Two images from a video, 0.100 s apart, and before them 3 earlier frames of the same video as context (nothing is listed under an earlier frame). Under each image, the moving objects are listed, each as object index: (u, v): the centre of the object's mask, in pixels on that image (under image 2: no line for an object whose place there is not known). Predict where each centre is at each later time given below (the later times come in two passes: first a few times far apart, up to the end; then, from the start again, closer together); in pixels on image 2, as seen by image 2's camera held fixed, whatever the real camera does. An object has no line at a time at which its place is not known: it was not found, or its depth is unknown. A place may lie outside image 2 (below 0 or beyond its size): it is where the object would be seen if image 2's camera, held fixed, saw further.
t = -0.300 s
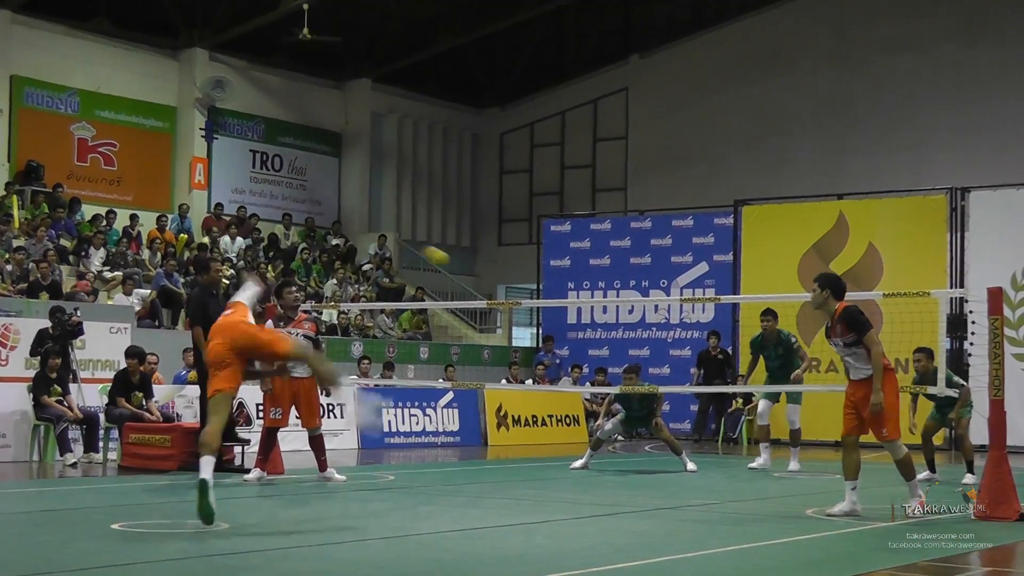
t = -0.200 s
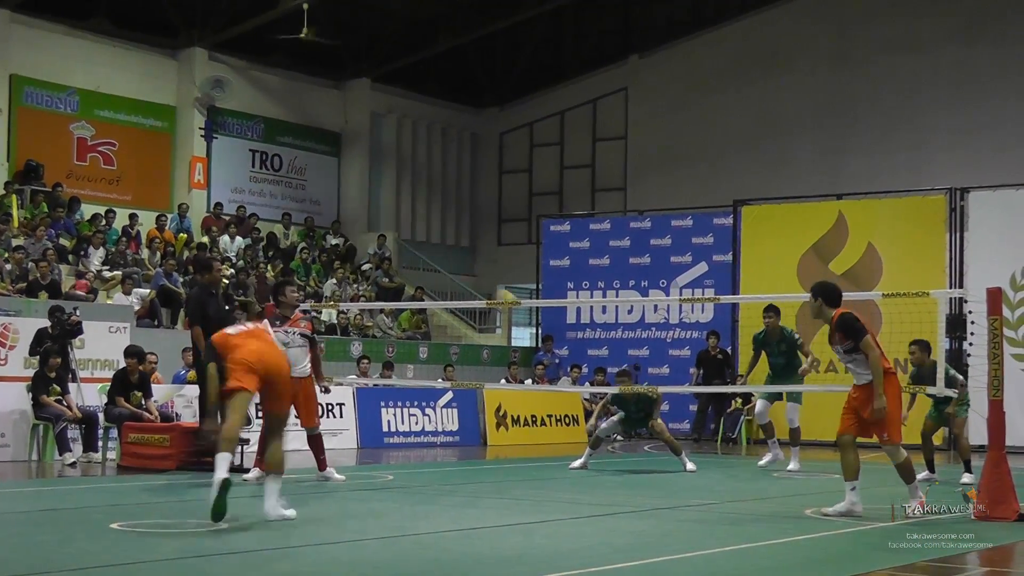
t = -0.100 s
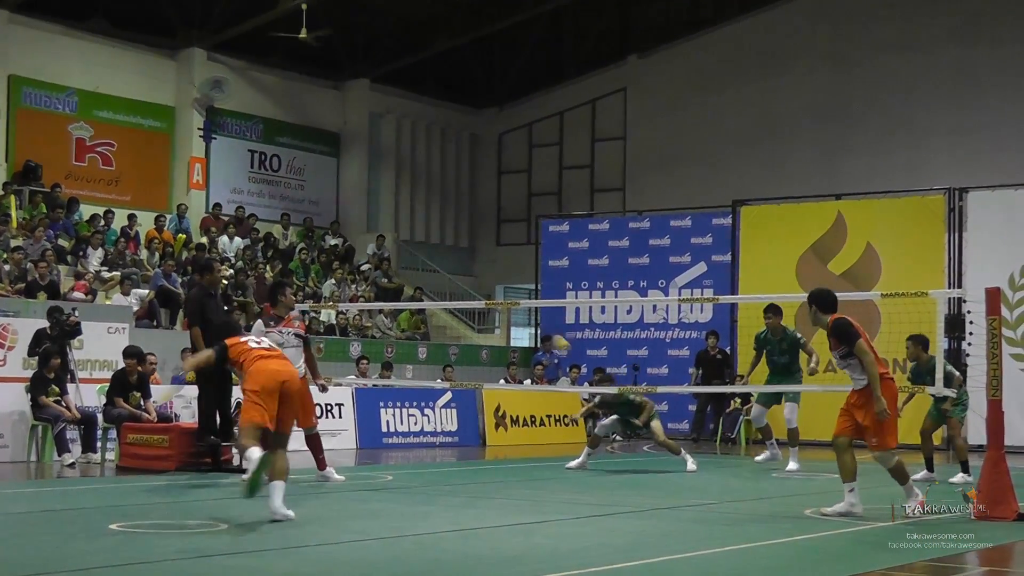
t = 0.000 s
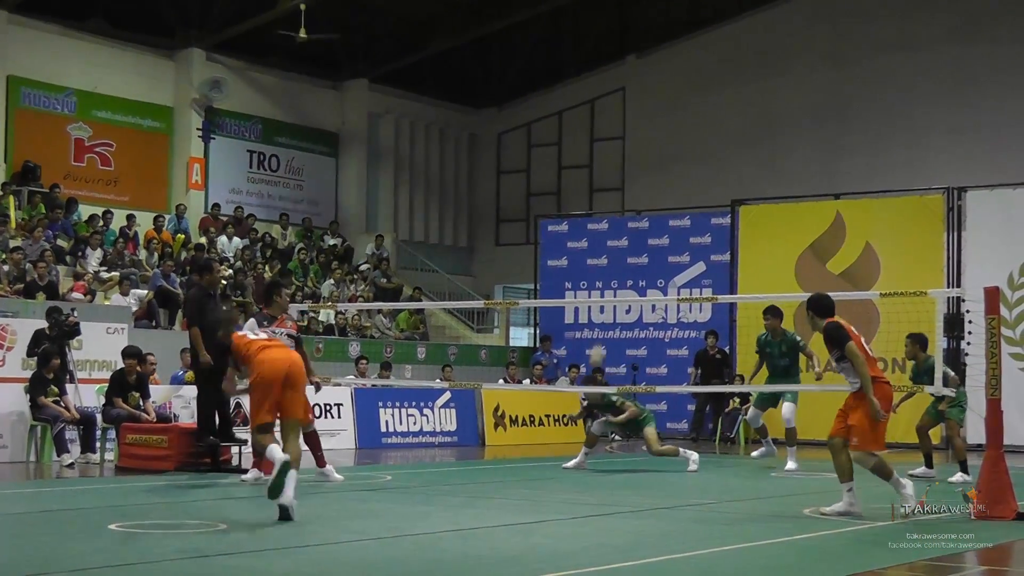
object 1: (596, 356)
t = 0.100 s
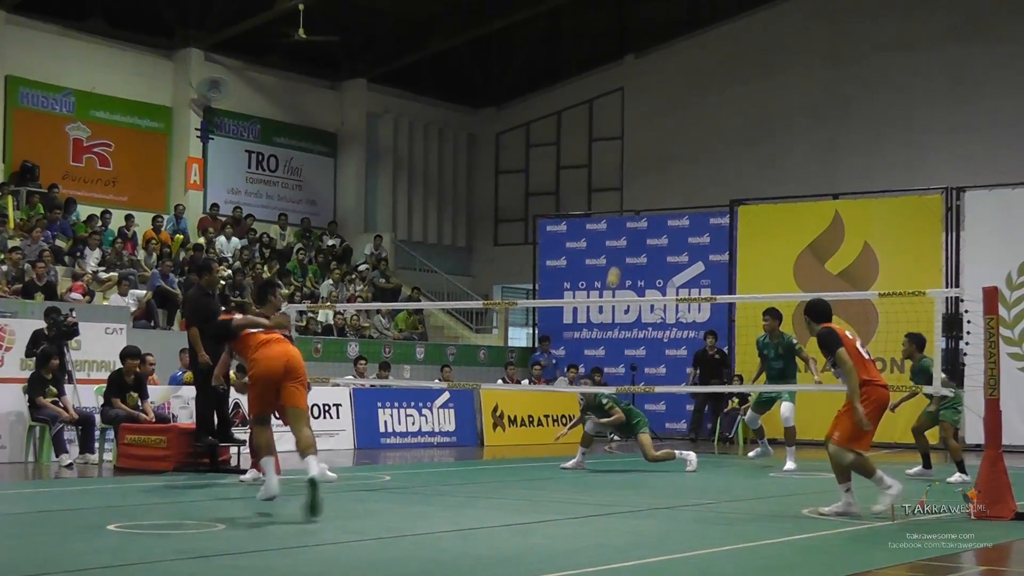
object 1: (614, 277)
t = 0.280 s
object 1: (645, 162)
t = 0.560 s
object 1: (694, 46)
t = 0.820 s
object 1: (740, 5)
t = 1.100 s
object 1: (786, 33)
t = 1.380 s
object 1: (834, 141)
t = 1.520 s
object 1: (859, 226)
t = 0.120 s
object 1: (617, 263)
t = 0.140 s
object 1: (620, 249)
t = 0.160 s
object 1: (624, 235)
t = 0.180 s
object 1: (627, 221)
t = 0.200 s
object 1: (631, 209)
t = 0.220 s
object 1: (635, 196)
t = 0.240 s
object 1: (638, 184)
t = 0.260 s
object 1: (642, 173)
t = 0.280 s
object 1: (645, 162)
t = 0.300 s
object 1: (648, 151)
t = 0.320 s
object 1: (652, 141)
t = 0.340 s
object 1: (656, 131)
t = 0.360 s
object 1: (659, 121)
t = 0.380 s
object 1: (662, 112)
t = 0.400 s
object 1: (666, 103)
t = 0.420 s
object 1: (669, 95)
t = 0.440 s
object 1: (673, 87)
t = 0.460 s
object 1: (676, 79)
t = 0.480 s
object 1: (680, 71)
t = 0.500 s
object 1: (683, 65)
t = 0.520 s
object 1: (687, 58)
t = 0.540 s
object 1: (690, 52)
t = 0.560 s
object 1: (694, 46)
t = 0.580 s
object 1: (697, 41)
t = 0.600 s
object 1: (701, 35)
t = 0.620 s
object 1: (705, 31)
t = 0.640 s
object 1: (708, 26)
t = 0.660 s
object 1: (712, 22)
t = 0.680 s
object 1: (715, 19)
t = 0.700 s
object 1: (719, 15)
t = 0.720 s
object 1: (722, 13)
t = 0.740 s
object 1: (726, 10)
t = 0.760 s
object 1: (729, 8)
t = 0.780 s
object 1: (733, 7)
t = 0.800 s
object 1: (736, 6)
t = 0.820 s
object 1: (740, 5)
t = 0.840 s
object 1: (743, 5)
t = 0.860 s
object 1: (746, 5)
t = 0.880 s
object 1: (750, 5)
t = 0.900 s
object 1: (753, 5)
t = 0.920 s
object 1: (756, 6)
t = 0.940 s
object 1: (760, 7)
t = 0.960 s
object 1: (763, 10)
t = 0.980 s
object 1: (766, 12)
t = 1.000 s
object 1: (769, 14)
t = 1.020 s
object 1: (773, 17)
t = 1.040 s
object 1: (776, 21)
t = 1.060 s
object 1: (779, 24)
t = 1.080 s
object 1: (782, 29)
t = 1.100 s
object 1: (786, 33)
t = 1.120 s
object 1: (789, 38)
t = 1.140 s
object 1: (792, 43)
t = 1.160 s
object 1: (796, 49)
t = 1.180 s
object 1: (799, 55)
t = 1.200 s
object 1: (802, 62)
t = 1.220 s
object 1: (806, 69)
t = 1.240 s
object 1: (809, 77)
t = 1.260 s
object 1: (813, 84)
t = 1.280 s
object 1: (816, 93)
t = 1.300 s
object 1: (820, 101)
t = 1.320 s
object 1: (823, 111)
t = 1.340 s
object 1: (827, 120)
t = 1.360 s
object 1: (830, 131)
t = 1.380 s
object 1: (834, 141)
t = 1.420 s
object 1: (841, 164)
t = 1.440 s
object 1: (844, 175)
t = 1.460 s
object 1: (848, 188)
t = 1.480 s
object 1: (852, 201)
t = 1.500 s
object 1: (855, 213)
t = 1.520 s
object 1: (859, 226)
